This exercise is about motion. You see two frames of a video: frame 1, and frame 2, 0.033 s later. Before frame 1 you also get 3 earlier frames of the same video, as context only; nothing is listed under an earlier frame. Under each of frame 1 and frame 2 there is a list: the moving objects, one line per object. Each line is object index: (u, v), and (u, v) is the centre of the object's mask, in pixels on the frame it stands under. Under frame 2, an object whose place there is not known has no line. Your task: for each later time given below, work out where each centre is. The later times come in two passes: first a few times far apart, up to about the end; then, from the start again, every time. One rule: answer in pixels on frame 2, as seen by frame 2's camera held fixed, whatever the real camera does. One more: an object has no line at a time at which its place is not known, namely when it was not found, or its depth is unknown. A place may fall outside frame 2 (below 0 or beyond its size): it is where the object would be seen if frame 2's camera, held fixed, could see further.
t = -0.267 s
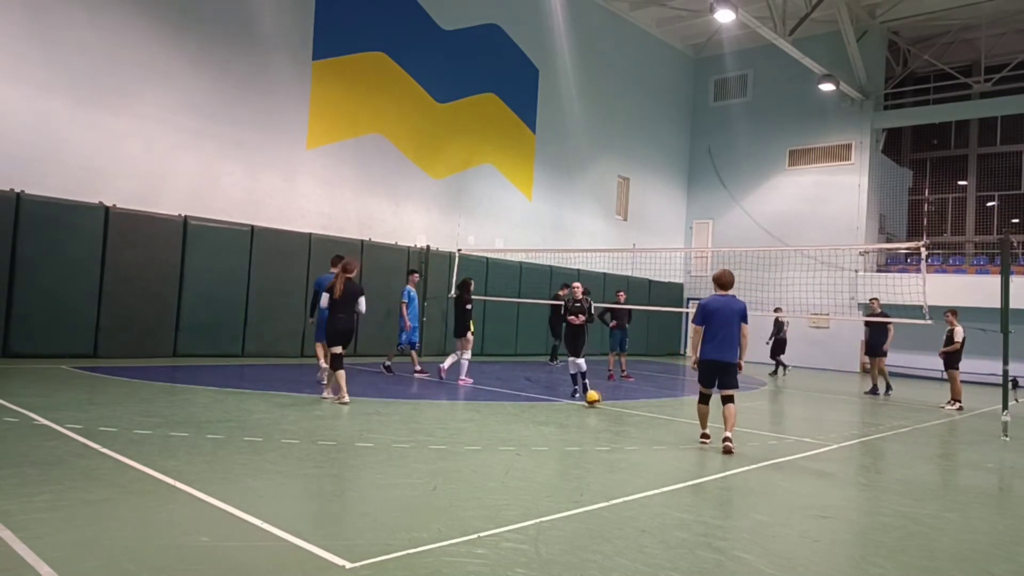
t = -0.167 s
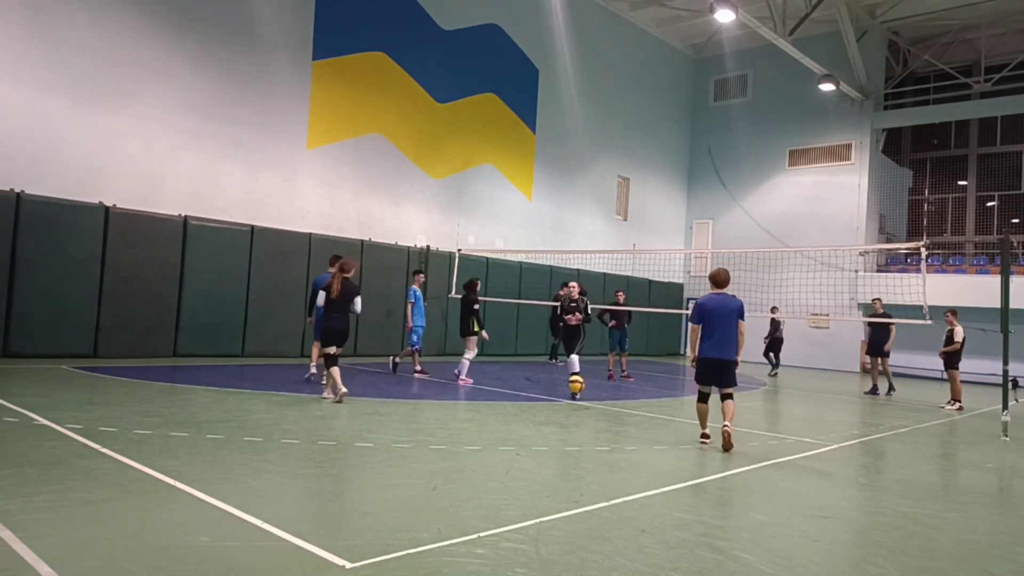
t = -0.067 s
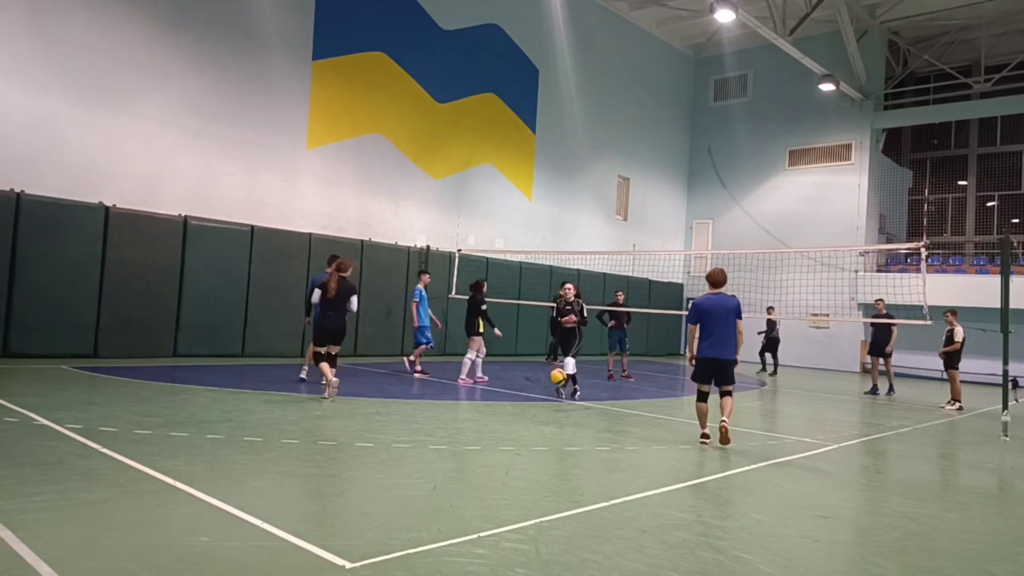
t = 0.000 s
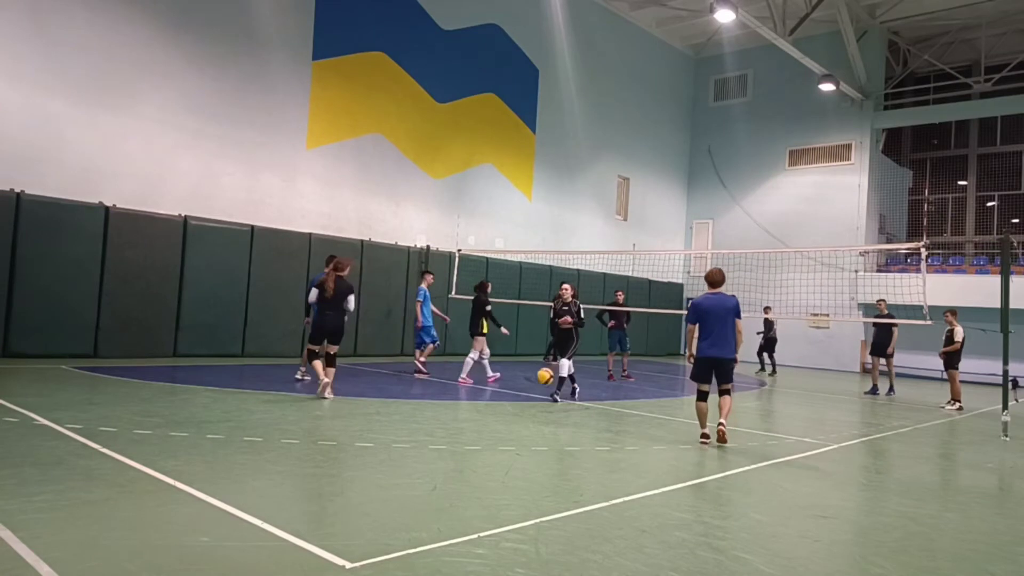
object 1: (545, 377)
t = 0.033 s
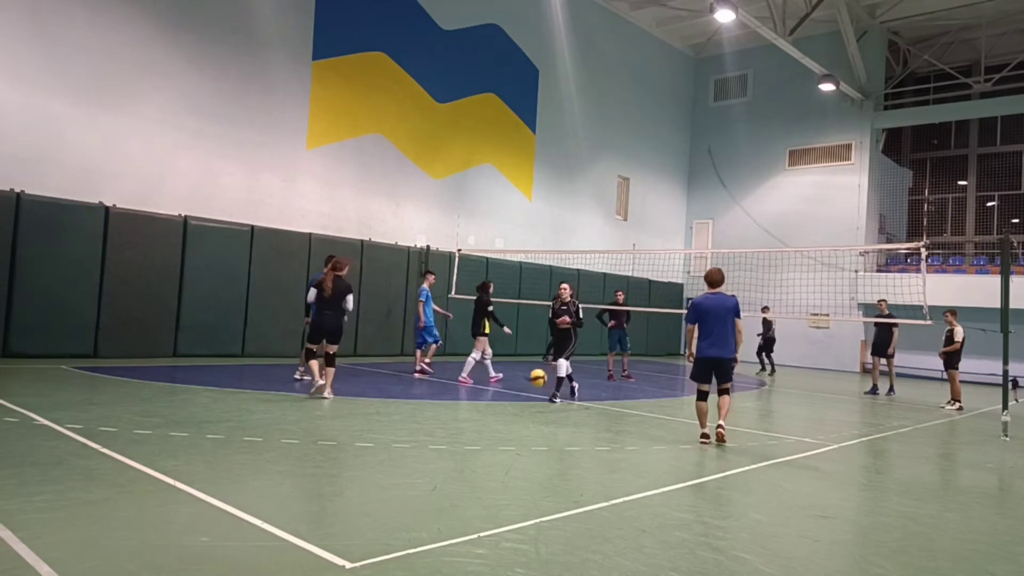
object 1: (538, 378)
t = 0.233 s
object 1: (495, 405)
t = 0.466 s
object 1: (444, 387)
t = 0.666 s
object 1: (391, 411)
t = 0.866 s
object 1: (338, 397)
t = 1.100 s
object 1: (267, 410)
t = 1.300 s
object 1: (197, 417)
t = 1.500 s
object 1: (118, 419)
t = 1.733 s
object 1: (14, 427)
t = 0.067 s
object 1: (532, 380)
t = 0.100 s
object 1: (525, 382)
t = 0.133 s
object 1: (518, 387)
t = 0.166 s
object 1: (510, 391)
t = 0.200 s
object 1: (502, 398)
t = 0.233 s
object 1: (495, 405)
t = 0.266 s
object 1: (488, 399)
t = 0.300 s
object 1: (482, 394)
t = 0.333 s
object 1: (475, 391)
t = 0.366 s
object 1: (468, 389)
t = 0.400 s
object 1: (460, 387)
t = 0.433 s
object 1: (452, 387)
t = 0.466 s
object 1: (444, 387)
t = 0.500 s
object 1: (436, 388)
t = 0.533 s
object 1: (428, 391)
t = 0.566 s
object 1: (419, 394)
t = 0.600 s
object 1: (410, 399)
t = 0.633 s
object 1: (401, 406)
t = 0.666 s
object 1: (391, 411)
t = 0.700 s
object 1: (384, 405)
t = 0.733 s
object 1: (375, 402)
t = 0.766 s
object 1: (366, 399)
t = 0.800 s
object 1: (357, 397)
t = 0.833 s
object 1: (348, 397)
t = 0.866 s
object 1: (338, 397)
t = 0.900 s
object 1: (329, 399)
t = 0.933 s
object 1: (319, 402)
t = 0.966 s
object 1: (309, 407)
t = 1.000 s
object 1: (298, 413)
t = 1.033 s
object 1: (287, 418)
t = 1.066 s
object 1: (277, 413)
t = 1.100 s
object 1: (267, 410)
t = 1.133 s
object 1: (256, 407)
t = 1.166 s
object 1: (244, 407)
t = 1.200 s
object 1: (233, 407)
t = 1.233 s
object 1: (221, 409)
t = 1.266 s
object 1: (210, 412)
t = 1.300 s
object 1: (197, 417)
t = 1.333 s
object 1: (184, 423)
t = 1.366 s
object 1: (170, 422)
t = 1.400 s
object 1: (158, 419)
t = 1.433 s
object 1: (145, 417)
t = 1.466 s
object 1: (132, 417)
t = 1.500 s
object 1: (118, 419)
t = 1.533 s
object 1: (104, 421)
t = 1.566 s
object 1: (88, 426)
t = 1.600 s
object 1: (73, 432)
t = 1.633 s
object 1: (58, 429)
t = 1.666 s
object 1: (43, 427)
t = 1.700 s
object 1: (28, 427)
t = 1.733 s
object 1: (14, 427)
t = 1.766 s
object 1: (6, 428)
